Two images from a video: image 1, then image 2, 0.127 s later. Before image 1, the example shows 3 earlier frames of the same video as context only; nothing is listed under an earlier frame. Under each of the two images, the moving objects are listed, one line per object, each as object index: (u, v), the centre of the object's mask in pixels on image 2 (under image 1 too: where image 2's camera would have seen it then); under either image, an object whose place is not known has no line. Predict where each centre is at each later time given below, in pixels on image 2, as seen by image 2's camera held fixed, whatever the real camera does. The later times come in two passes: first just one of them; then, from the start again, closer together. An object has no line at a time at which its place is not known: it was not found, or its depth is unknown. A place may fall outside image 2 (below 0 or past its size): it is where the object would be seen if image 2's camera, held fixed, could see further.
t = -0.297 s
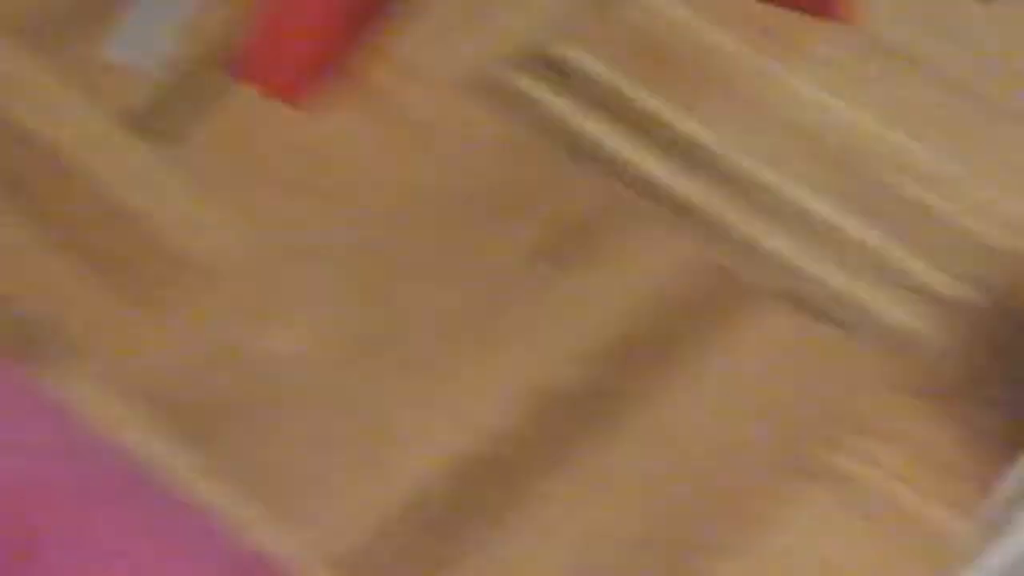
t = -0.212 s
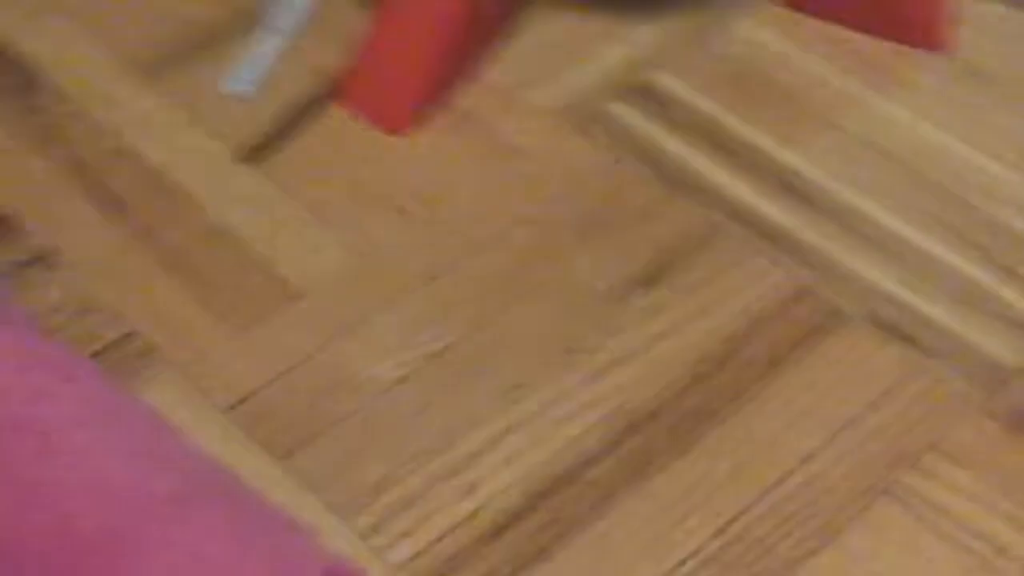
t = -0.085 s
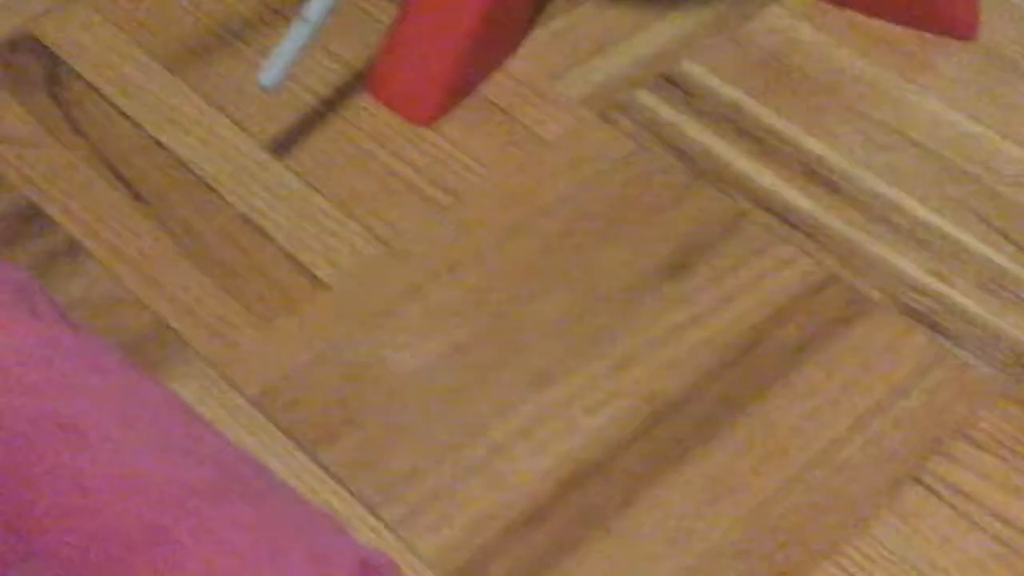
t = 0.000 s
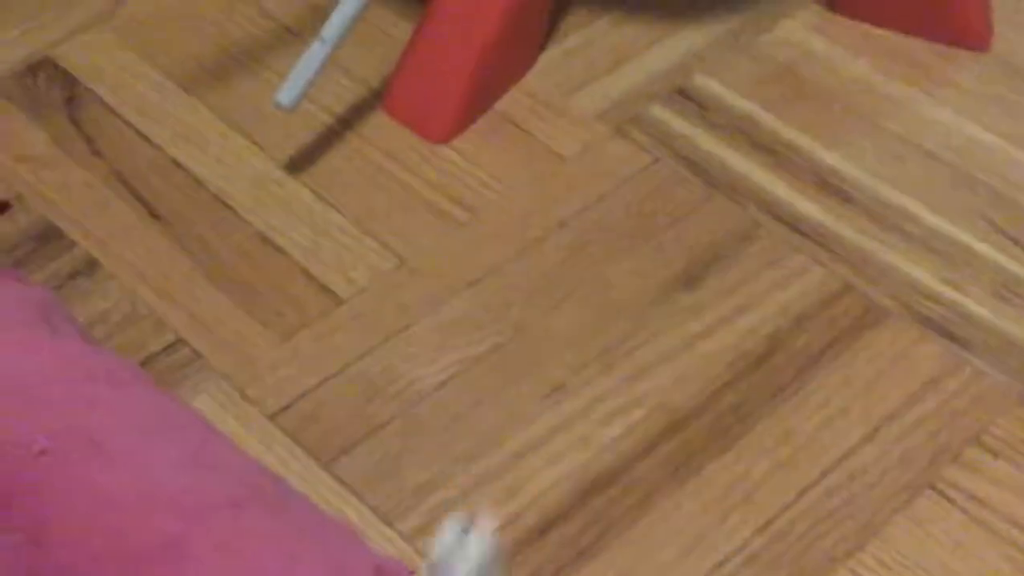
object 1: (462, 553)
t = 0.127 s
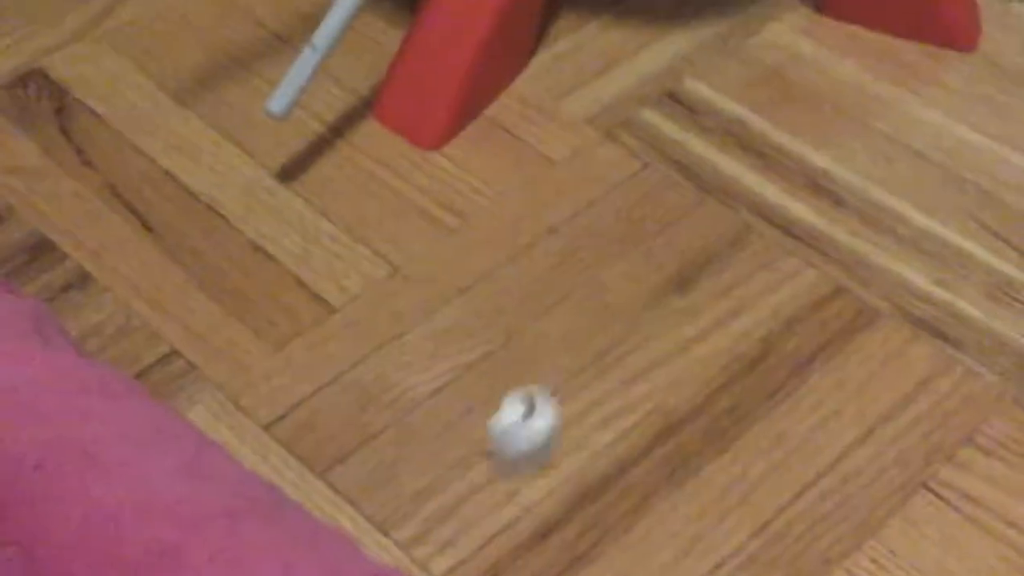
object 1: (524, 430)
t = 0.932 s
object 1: (677, 304)
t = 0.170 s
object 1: (539, 396)
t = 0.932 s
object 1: (677, 304)
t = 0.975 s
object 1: (677, 304)
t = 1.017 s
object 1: (676, 302)
